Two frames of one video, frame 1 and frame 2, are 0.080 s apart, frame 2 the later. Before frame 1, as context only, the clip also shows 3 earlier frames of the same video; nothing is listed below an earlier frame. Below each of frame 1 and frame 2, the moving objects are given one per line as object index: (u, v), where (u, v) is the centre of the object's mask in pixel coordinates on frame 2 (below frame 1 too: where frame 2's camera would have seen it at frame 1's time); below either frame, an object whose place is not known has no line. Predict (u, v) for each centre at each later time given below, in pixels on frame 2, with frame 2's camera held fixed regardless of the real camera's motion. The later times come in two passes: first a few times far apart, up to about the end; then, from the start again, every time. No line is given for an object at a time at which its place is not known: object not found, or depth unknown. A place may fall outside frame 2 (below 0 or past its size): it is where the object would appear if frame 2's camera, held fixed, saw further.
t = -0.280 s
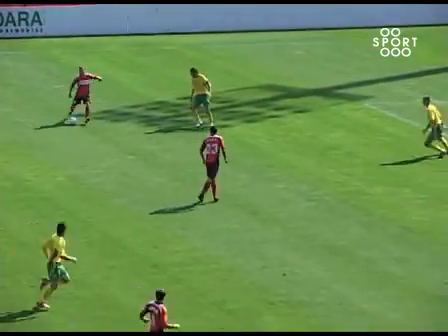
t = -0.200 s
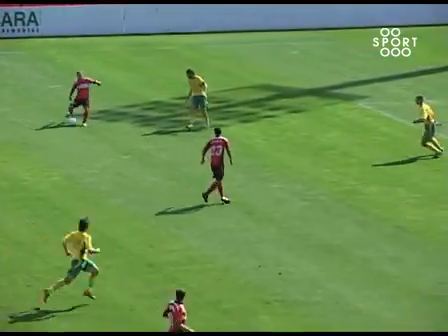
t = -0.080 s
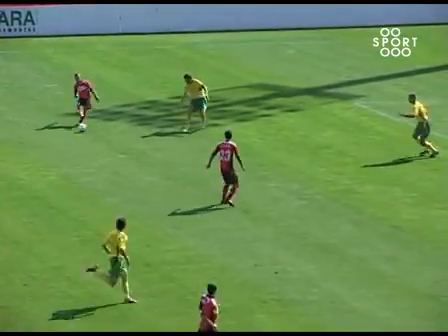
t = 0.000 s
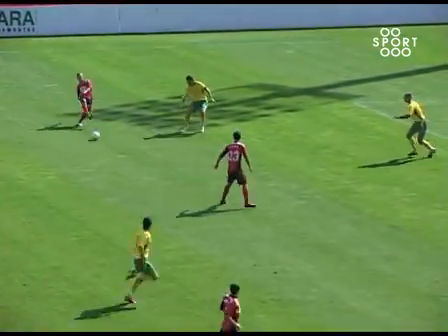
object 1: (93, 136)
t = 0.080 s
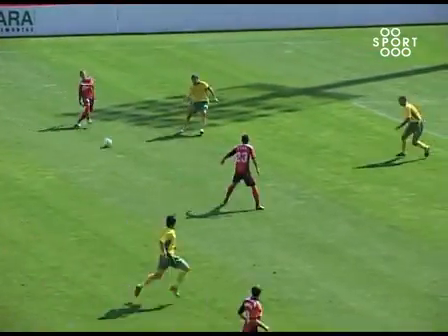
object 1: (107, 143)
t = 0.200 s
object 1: (126, 153)
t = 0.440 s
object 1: (162, 171)
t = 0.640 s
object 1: (189, 183)
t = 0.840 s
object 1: (215, 194)
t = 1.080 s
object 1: (247, 209)
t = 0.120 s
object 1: (113, 147)
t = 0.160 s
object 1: (120, 150)
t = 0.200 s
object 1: (126, 153)
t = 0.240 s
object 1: (132, 157)
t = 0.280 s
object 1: (138, 160)
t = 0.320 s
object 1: (144, 163)
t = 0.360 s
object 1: (151, 165)
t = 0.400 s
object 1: (157, 168)
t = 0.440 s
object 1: (162, 171)
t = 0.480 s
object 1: (167, 173)
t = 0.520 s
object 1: (173, 176)
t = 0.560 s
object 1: (178, 178)
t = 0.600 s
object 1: (183, 181)
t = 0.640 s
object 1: (189, 183)
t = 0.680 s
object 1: (193, 186)
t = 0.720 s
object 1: (199, 188)
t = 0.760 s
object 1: (204, 190)
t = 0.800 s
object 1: (210, 192)
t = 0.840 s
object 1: (215, 194)
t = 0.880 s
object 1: (220, 197)
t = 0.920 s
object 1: (225, 199)
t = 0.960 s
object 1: (231, 201)
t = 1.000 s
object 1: (236, 204)
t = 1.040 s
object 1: (242, 206)
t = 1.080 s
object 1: (247, 209)
